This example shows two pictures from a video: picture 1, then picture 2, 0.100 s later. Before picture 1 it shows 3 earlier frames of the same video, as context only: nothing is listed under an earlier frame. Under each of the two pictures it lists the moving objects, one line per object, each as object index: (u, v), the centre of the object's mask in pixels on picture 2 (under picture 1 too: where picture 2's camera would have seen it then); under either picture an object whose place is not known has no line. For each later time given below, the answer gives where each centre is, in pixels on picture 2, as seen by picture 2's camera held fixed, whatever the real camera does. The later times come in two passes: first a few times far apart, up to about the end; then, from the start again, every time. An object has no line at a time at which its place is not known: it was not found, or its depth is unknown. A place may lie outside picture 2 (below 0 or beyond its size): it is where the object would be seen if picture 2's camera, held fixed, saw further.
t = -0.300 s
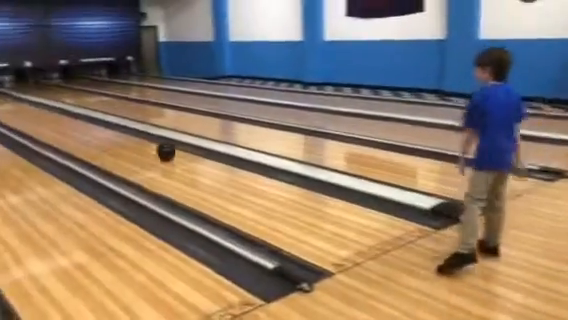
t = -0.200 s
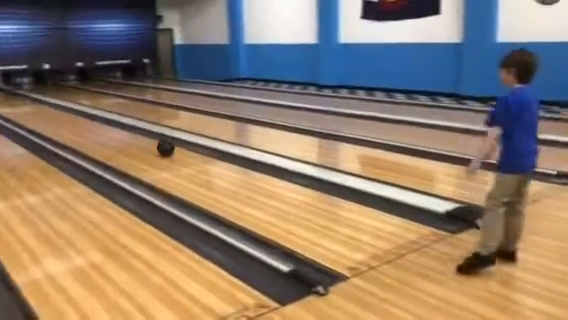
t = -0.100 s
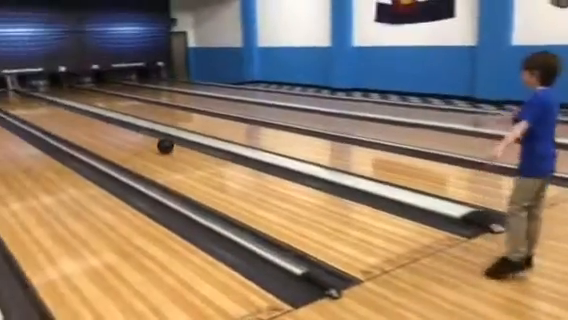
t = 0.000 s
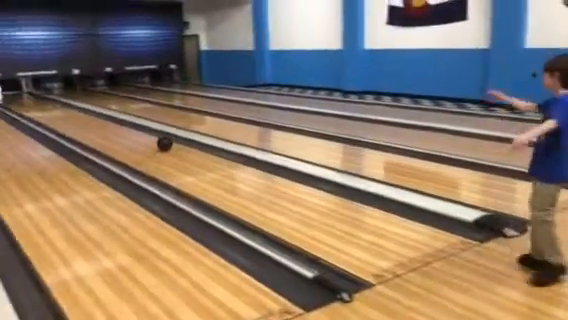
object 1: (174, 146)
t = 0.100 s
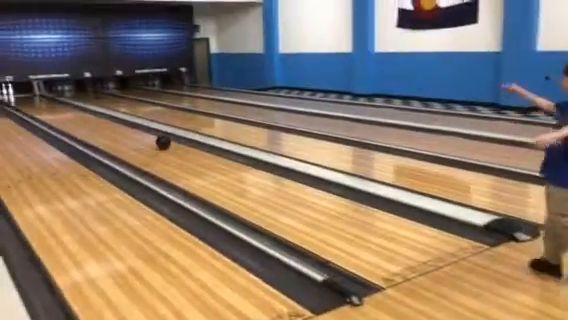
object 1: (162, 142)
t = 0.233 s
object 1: (149, 137)
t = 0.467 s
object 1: (128, 130)
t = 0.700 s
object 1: (110, 124)
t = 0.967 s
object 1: (93, 118)
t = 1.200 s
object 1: (81, 114)
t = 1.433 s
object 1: (68, 110)
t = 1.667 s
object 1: (60, 107)
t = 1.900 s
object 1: (56, 105)
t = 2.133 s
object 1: (42, 102)
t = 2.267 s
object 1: (41, 101)
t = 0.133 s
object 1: (159, 141)
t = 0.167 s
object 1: (156, 140)
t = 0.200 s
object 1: (152, 138)
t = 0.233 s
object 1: (149, 137)
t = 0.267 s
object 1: (146, 136)
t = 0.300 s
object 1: (143, 135)
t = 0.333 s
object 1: (140, 134)
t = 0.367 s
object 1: (136, 133)
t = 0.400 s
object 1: (134, 132)
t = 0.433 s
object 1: (131, 131)
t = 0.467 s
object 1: (128, 130)
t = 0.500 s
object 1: (125, 129)
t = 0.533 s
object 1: (122, 128)
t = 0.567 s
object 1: (120, 127)
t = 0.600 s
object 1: (118, 126)
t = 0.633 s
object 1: (115, 125)
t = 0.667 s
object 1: (113, 125)
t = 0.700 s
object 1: (110, 124)
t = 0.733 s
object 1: (108, 123)
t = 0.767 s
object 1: (106, 122)
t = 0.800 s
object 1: (103, 121)
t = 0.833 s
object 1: (101, 120)
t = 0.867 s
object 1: (99, 120)
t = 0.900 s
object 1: (97, 119)
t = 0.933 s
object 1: (95, 119)
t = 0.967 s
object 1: (93, 118)
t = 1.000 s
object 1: (91, 117)
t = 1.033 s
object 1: (89, 117)
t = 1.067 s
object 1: (87, 116)
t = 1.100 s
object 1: (85, 116)
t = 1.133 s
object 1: (84, 115)
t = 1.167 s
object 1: (82, 115)
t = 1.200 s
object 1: (81, 114)
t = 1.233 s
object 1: (78, 113)
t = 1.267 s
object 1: (77, 113)
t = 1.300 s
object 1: (75, 112)
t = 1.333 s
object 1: (74, 112)
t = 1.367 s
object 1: (72, 111)
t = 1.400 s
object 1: (71, 111)
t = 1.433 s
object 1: (68, 110)
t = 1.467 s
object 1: (67, 110)
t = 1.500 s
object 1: (66, 109)
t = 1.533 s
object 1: (64, 109)
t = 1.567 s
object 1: (63, 108)
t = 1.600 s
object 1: (62, 108)
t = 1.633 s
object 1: (60, 107)
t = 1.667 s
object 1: (60, 107)
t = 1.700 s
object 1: (60, 107)
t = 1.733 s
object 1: (60, 106)
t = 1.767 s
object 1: (60, 107)
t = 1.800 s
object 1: (61, 106)
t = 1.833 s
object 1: (61, 106)
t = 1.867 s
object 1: (60, 106)
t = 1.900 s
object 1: (56, 105)
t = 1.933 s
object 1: (52, 104)
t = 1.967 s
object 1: (54, 105)
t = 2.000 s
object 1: (51, 104)
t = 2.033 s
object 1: (45, 103)
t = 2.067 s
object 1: (44, 103)
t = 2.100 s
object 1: (45, 102)
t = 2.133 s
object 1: (42, 102)
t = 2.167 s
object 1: (41, 101)
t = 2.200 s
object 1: (41, 101)
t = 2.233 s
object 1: (41, 101)
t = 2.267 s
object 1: (41, 101)
